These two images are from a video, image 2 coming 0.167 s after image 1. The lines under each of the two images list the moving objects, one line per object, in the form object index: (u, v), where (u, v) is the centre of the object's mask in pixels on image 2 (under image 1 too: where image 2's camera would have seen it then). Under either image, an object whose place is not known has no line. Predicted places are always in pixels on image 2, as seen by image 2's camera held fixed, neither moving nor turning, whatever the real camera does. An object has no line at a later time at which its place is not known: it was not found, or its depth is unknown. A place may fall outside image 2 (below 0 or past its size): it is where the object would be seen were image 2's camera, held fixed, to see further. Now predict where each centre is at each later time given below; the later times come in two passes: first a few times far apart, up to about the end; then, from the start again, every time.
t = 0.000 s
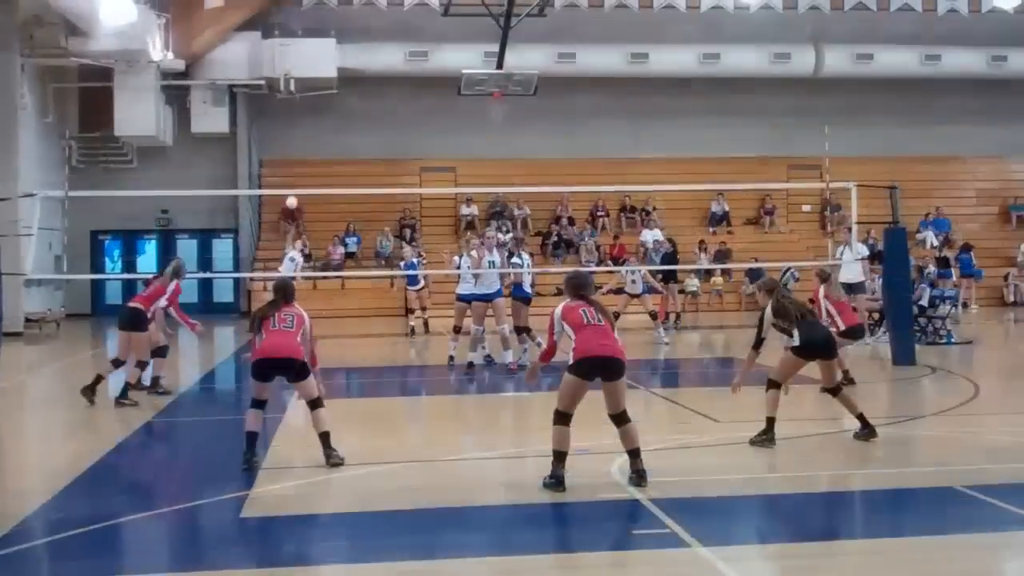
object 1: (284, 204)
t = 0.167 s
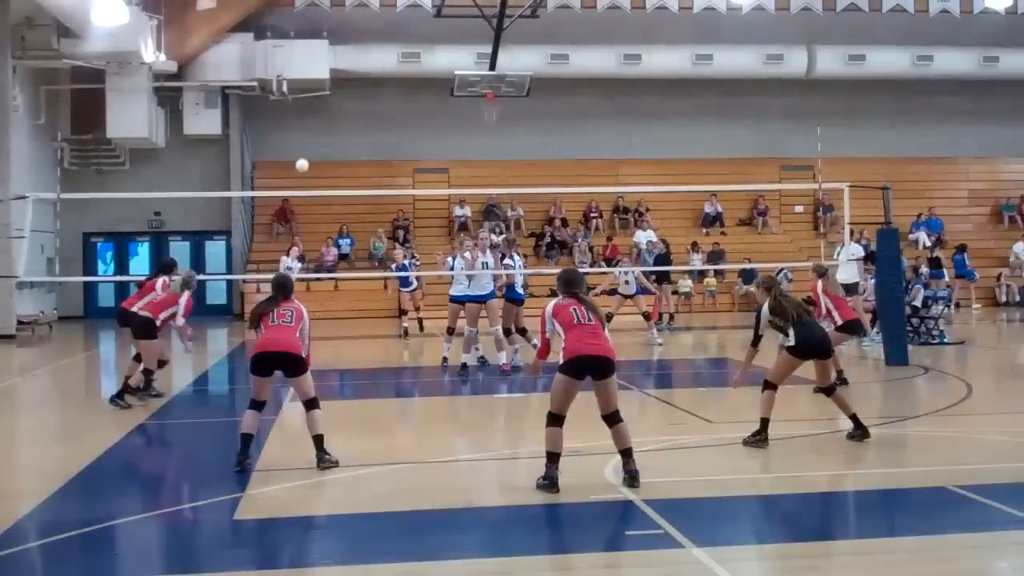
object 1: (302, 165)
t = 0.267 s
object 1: (312, 147)
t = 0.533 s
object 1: (340, 131)
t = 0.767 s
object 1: (367, 160)
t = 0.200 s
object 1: (305, 159)
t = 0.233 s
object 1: (309, 153)
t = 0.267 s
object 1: (312, 147)
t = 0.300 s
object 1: (315, 143)
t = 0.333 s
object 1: (318, 139)
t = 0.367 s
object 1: (322, 136)
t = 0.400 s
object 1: (326, 133)
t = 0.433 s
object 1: (329, 131)
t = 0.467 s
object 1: (333, 131)
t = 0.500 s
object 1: (337, 130)
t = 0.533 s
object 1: (340, 131)
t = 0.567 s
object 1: (344, 133)
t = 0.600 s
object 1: (347, 135)
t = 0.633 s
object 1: (351, 138)
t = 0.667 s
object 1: (355, 142)
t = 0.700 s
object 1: (359, 147)
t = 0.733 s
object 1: (363, 153)
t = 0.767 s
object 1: (367, 160)
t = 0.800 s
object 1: (371, 168)
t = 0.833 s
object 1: (376, 177)
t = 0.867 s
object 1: (380, 186)
